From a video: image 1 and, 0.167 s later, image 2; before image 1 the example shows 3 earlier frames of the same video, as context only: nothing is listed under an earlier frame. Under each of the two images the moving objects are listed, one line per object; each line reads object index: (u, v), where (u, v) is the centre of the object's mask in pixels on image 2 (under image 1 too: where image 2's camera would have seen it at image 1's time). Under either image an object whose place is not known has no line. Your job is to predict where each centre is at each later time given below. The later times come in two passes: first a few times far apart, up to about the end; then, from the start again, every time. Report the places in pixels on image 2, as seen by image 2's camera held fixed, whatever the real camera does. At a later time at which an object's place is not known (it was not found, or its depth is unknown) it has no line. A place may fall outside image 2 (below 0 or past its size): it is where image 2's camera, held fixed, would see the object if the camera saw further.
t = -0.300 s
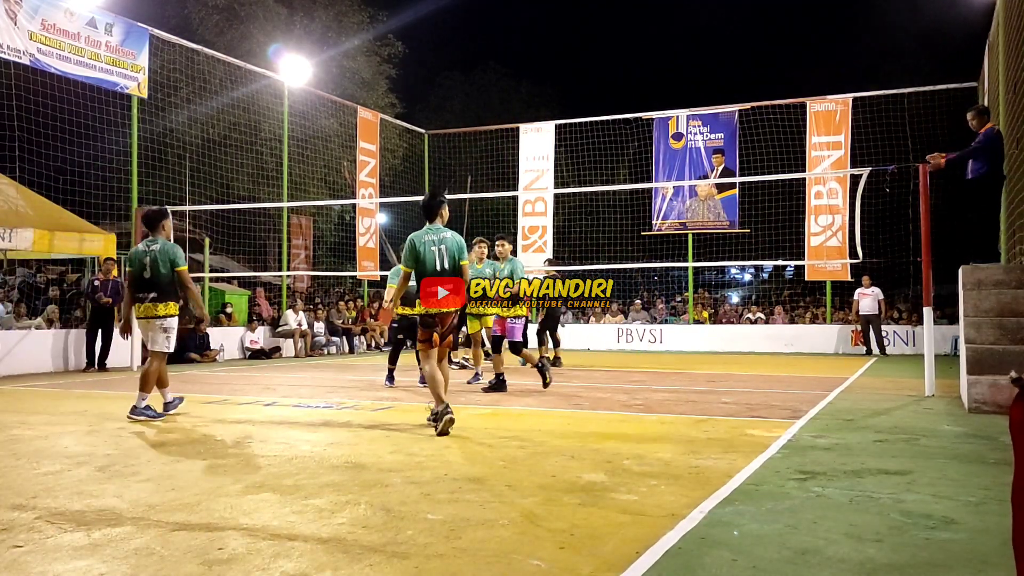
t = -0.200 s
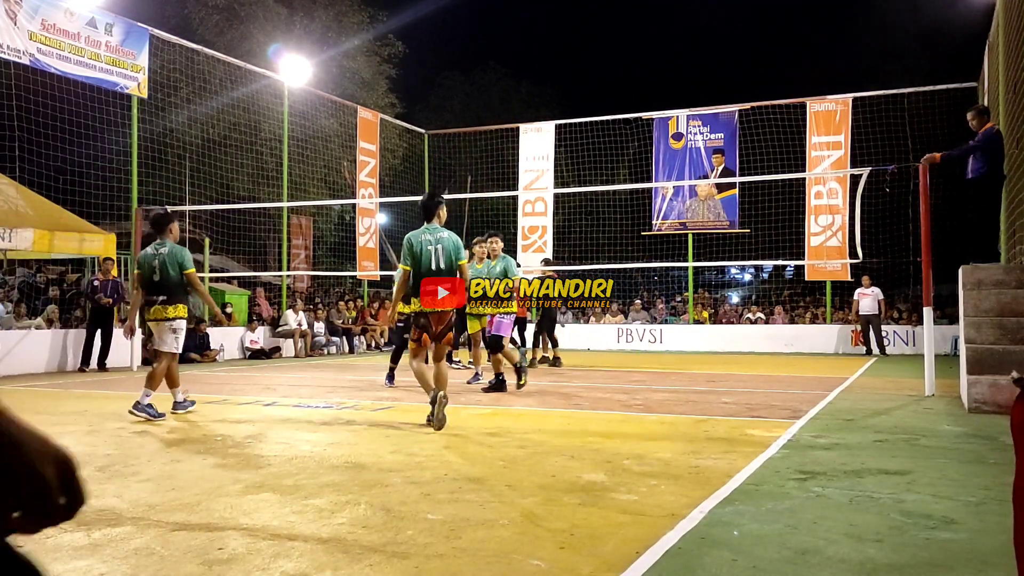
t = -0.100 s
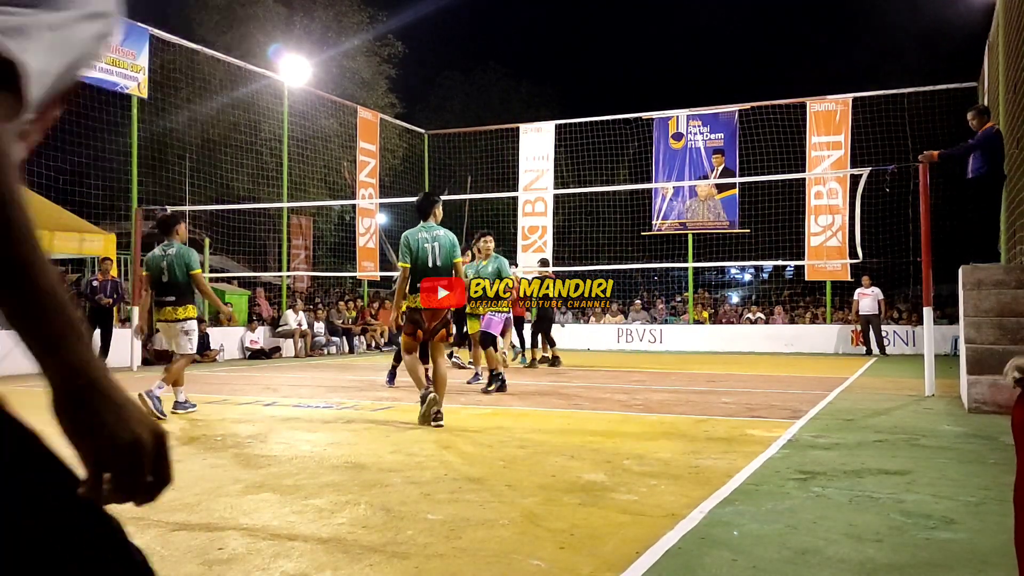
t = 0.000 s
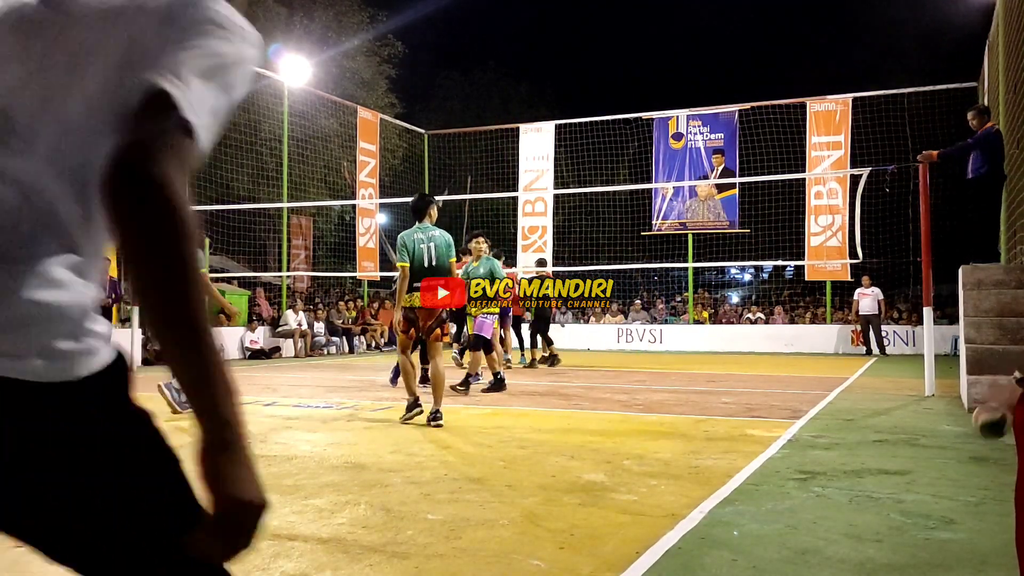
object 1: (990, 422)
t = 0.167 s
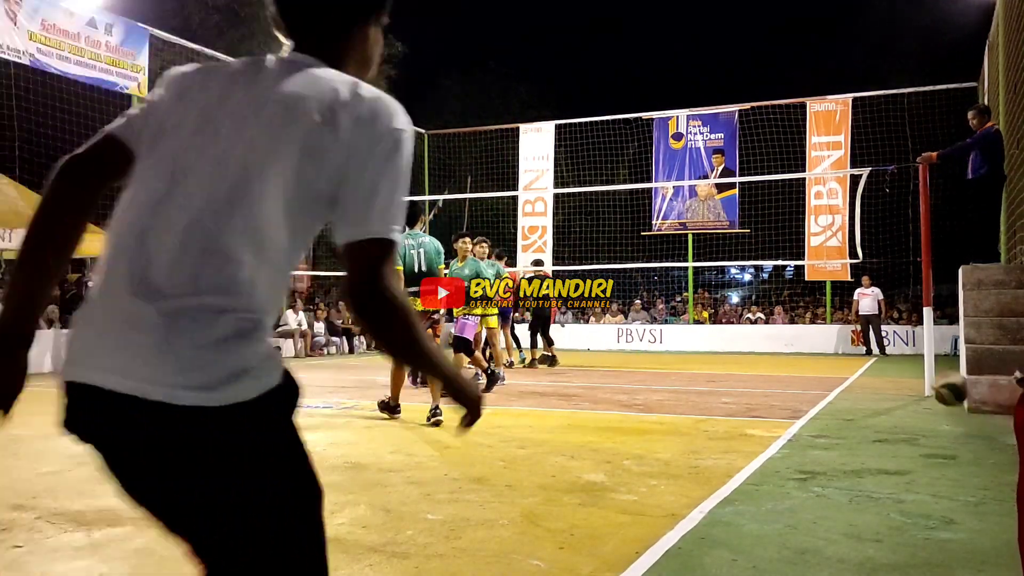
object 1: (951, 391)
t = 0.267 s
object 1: (928, 363)
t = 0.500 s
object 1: (877, 362)
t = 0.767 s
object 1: (822, 422)
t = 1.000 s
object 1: (771, 374)
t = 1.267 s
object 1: (714, 423)
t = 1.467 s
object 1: (679, 392)
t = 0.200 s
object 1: (943, 378)
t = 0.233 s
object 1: (936, 370)
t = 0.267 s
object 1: (928, 363)
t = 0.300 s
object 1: (920, 357)
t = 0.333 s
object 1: (913, 354)
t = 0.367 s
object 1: (906, 352)
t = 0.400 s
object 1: (898, 352)
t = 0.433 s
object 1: (892, 353)
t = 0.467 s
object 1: (885, 356)
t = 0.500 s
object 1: (877, 362)
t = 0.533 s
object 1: (870, 368)
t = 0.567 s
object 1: (863, 377)
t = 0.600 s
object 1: (856, 388)
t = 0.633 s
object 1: (850, 400)
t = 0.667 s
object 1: (842, 417)
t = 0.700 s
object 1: (836, 430)
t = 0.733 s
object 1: (830, 436)
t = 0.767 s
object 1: (822, 422)
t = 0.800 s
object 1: (814, 410)
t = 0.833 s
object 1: (807, 400)
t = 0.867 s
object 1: (800, 391)
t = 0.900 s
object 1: (792, 384)
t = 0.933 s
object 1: (785, 379)
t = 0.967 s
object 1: (778, 376)
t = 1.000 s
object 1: (771, 374)
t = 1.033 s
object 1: (764, 374)
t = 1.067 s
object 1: (756, 376)
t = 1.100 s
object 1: (749, 379)
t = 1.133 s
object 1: (742, 384)
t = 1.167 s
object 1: (735, 391)
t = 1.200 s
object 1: (728, 400)
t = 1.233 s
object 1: (721, 410)
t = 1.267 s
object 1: (714, 423)
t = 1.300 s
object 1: (708, 436)
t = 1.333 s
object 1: (702, 428)
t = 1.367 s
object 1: (696, 416)
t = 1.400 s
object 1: (691, 406)
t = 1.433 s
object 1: (685, 399)
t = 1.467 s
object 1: (679, 392)
